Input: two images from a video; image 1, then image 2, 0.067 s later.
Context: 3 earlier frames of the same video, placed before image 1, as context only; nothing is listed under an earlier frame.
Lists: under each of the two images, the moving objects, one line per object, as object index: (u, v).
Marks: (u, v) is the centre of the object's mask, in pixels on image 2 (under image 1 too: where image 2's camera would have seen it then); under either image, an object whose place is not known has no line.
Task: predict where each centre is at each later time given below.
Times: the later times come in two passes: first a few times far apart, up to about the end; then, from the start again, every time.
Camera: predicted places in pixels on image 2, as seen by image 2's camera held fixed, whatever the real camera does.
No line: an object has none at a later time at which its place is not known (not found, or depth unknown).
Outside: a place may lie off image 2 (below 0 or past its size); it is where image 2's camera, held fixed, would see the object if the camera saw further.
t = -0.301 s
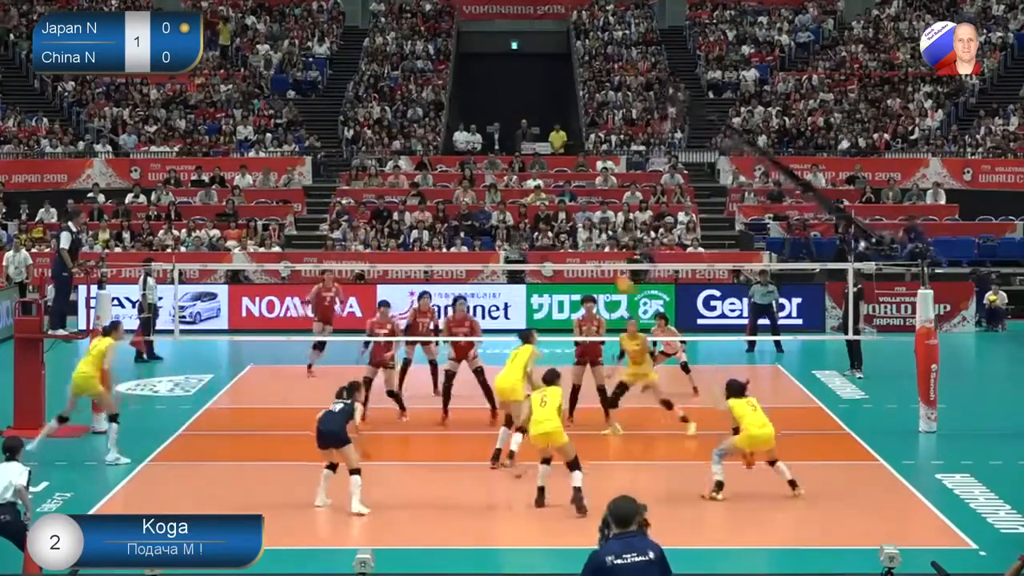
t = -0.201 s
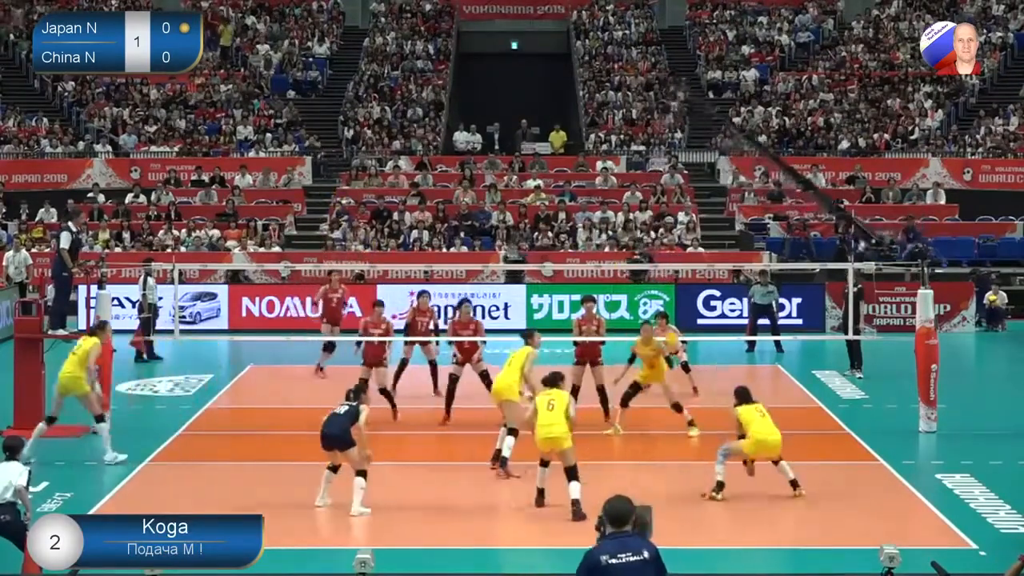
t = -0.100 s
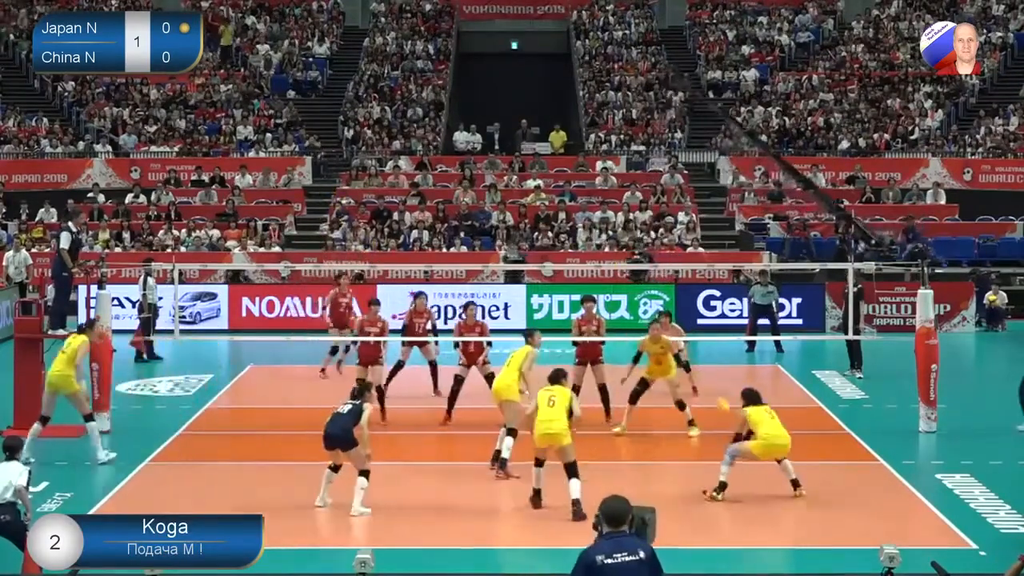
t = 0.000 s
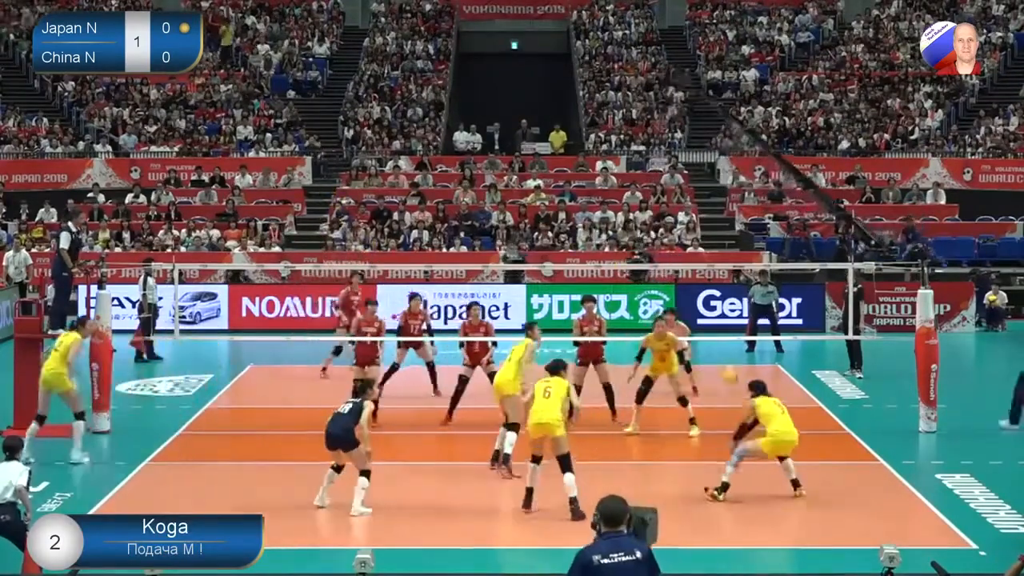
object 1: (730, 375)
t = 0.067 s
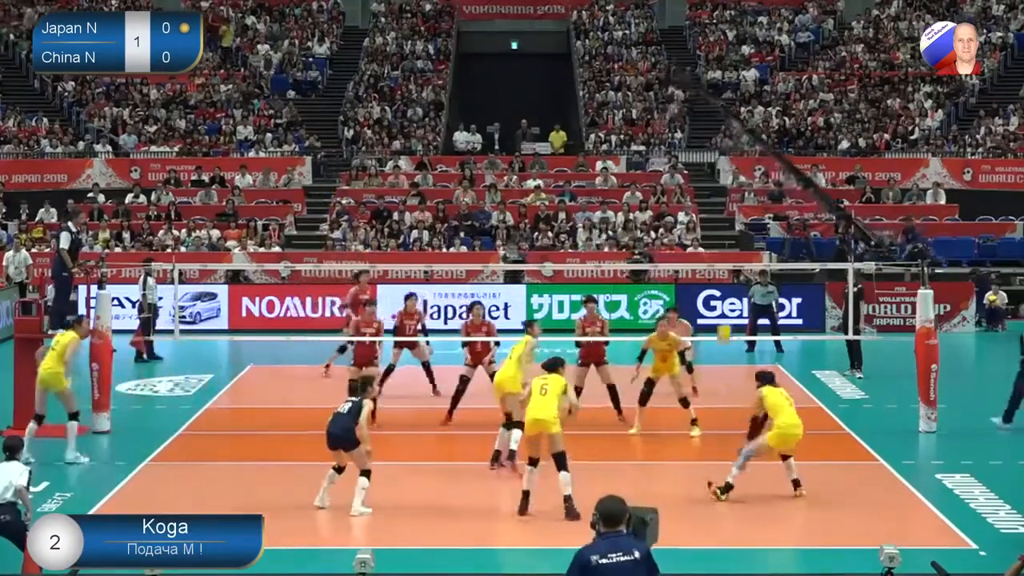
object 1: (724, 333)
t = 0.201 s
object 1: (714, 259)
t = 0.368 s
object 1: (700, 194)
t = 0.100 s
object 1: (722, 314)
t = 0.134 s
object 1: (721, 292)
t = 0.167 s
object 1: (720, 276)
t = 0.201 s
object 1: (714, 259)
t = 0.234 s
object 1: (712, 243)
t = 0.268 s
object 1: (709, 229)
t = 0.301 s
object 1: (706, 216)
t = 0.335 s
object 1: (703, 204)
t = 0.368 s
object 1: (700, 194)
